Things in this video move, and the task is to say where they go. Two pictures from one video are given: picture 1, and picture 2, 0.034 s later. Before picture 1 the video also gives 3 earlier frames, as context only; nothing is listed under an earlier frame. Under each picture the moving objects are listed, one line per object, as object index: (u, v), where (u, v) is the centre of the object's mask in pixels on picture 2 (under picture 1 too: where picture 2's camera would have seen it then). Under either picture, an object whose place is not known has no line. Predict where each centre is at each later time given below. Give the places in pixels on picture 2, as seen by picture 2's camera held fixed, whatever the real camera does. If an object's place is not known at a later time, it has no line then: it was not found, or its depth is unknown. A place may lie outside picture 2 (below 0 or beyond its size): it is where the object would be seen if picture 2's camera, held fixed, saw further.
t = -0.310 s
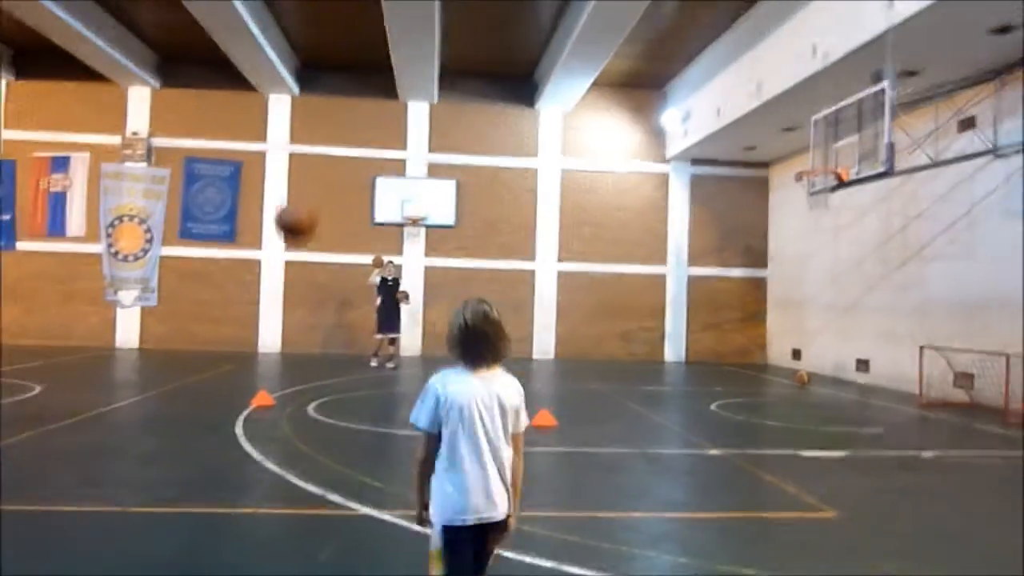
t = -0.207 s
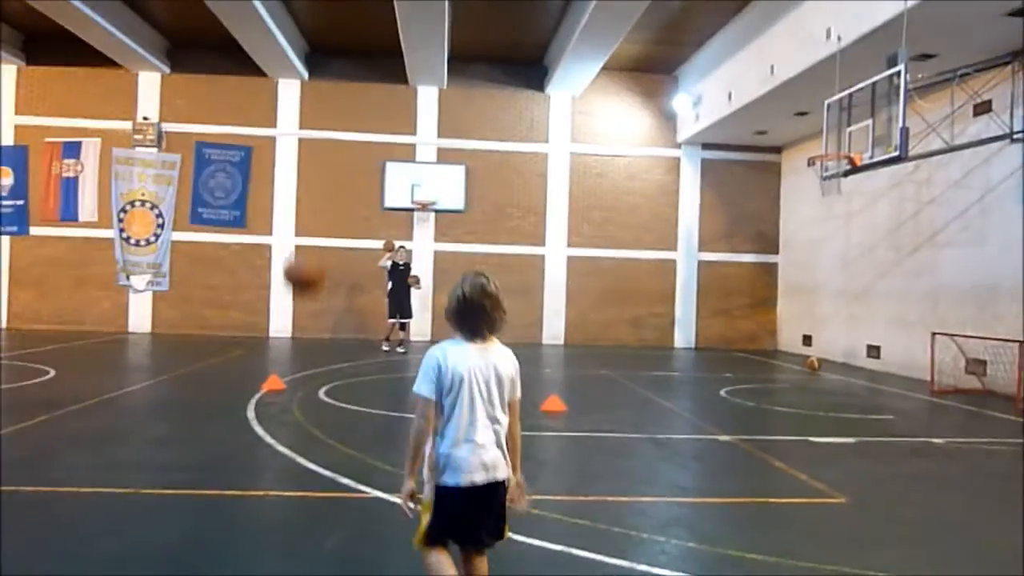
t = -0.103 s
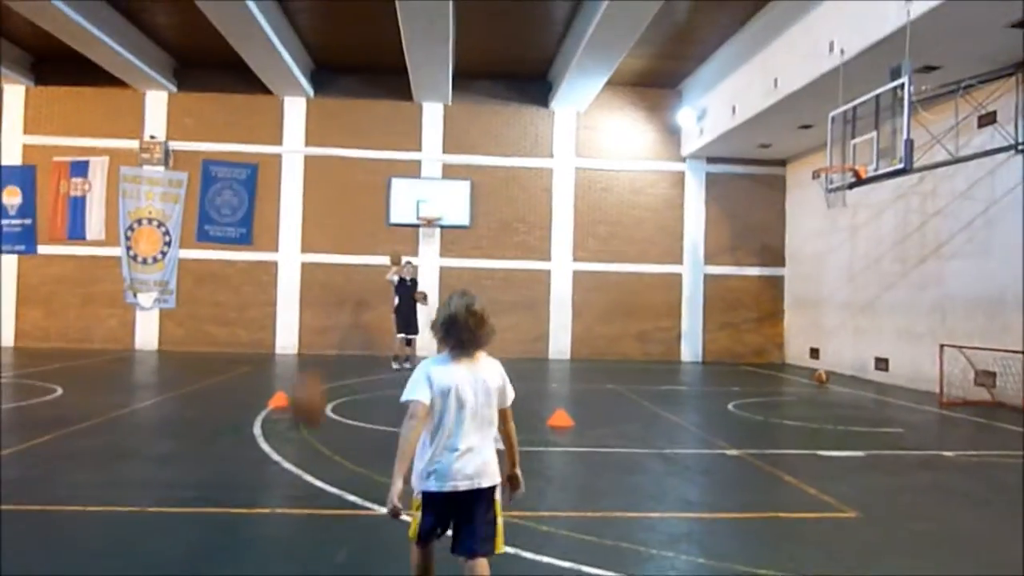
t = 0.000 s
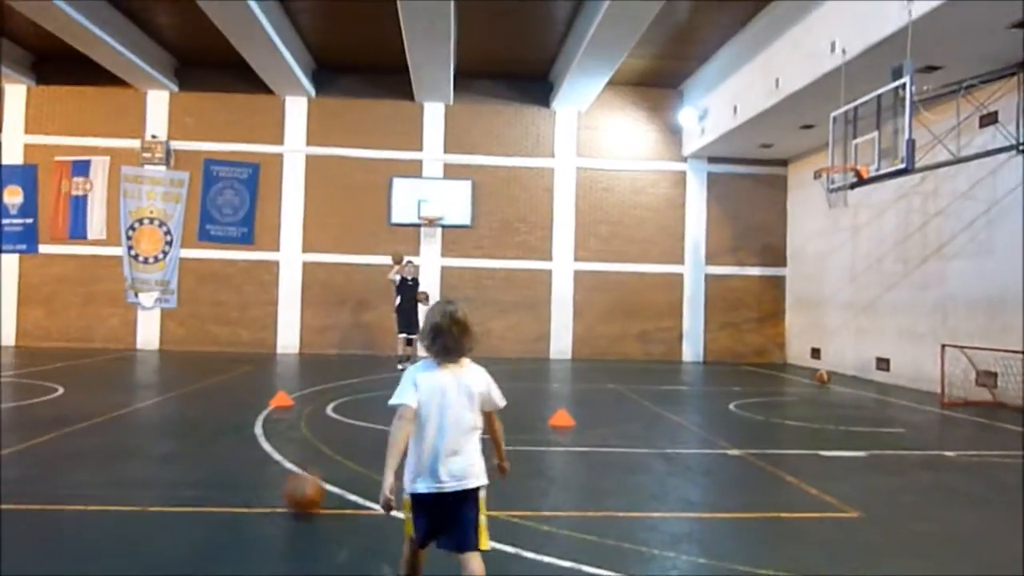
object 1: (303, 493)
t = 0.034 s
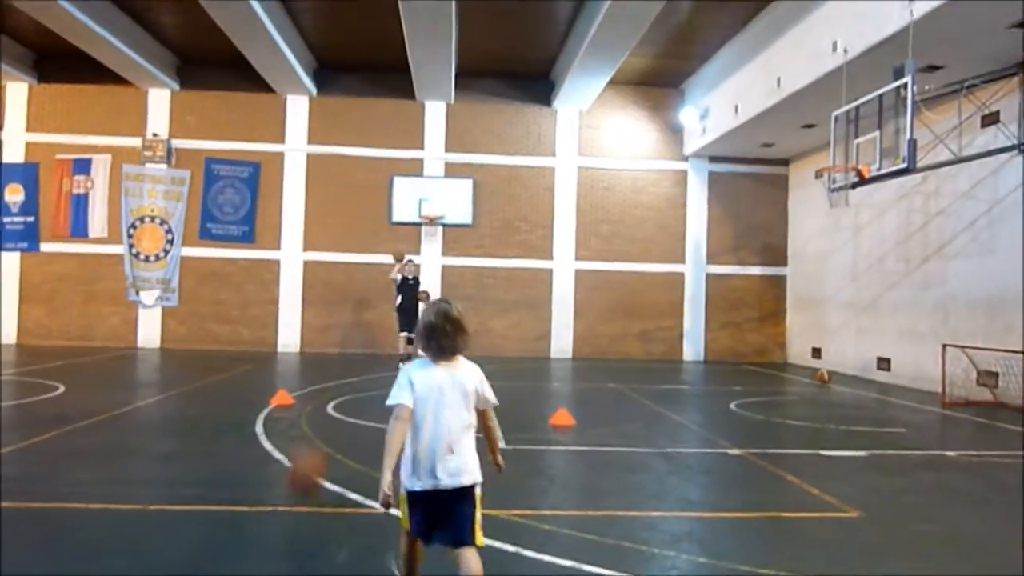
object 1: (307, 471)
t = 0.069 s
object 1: (309, 442)
